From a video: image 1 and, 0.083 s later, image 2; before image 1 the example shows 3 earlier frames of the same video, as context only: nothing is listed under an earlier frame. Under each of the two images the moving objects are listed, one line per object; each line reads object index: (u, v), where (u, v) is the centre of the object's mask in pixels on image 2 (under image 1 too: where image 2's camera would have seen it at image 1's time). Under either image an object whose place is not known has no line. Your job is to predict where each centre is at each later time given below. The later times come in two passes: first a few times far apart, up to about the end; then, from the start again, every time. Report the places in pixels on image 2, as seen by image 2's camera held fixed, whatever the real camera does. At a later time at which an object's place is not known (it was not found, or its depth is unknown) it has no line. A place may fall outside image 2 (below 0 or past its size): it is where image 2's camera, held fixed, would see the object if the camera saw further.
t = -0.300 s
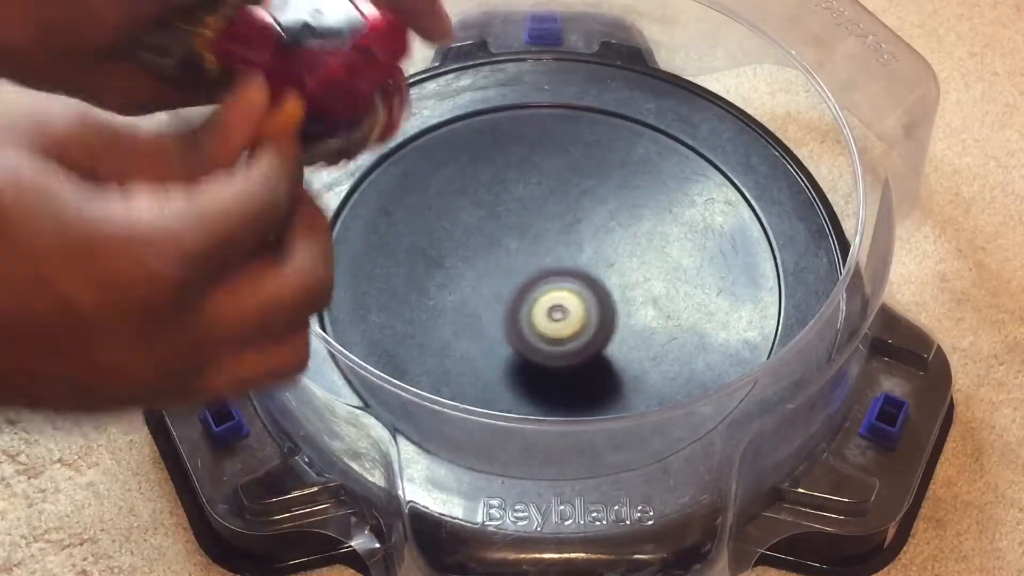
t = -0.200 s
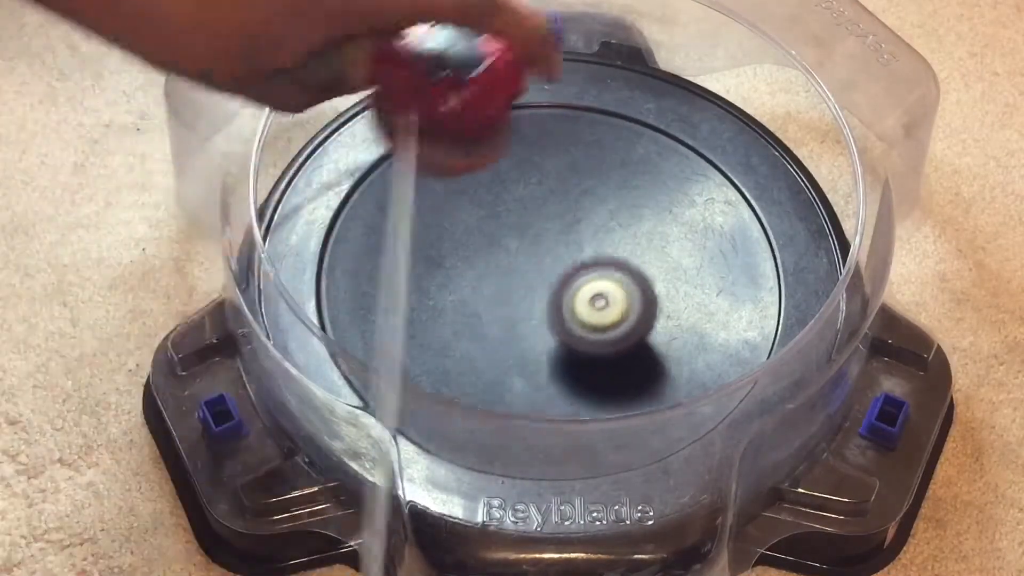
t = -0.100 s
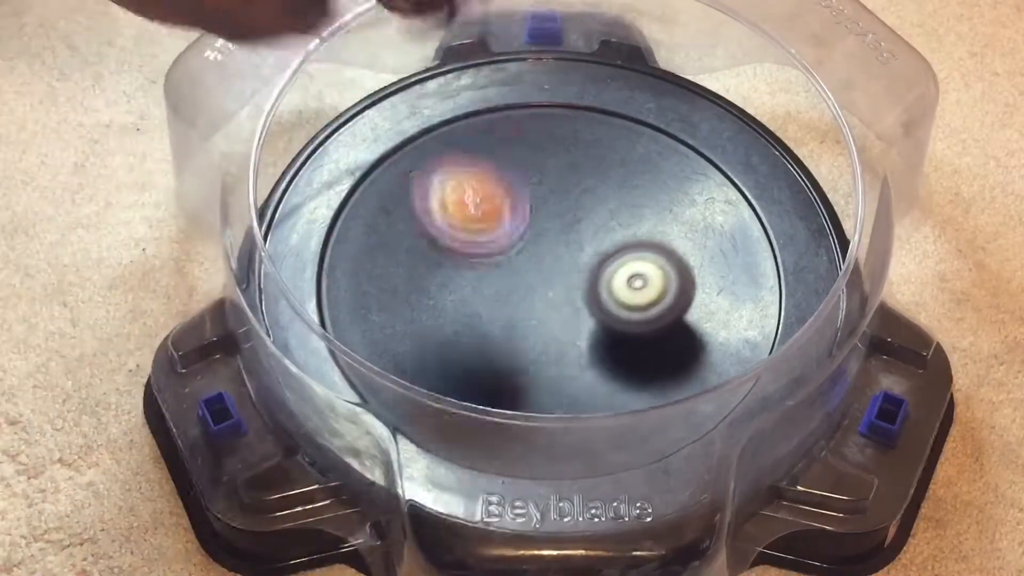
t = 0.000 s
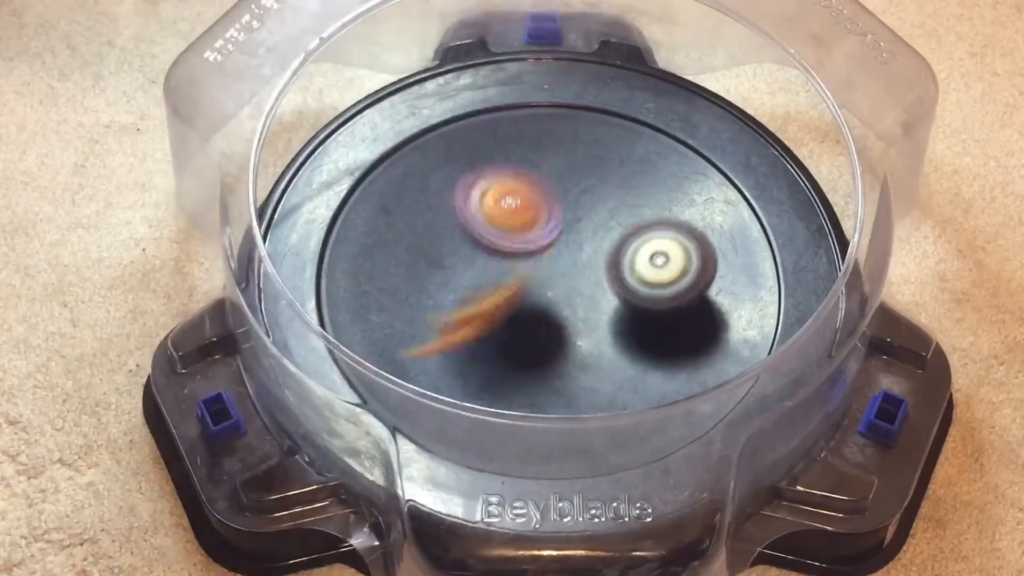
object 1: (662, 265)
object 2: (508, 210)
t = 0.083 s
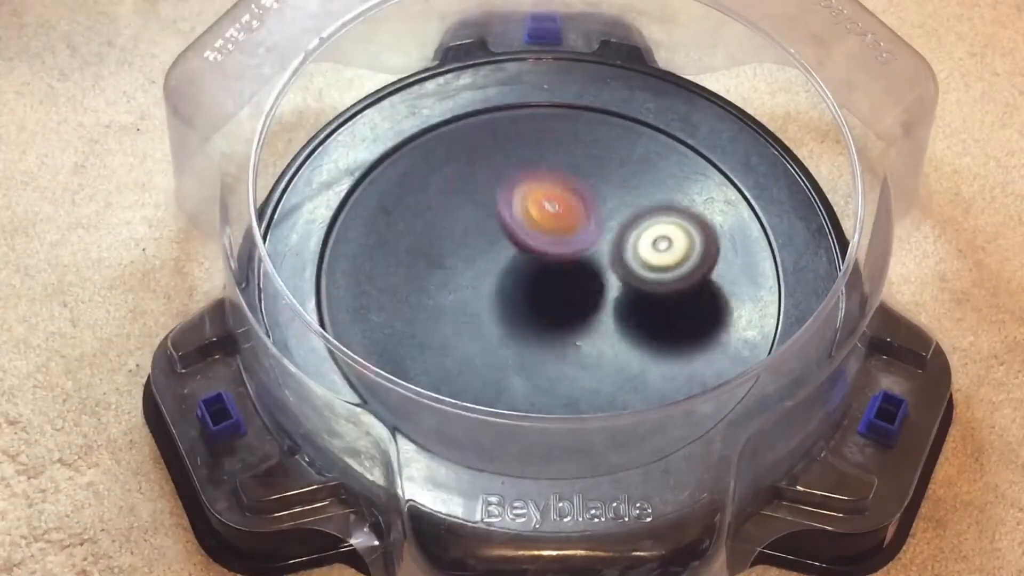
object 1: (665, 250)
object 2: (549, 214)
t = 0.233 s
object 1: (698, 262)
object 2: (520, 144)
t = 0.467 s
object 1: (654, 284)
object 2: (376, 174)
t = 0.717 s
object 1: (622, 300)
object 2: (384, 307)
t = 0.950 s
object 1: (797, 251)
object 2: (418, 288)
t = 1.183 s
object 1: (769, 214)
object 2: (371, 227)
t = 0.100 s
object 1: (666, 249)
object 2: (554, 222)
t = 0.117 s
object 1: (673, 251)
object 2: (551, 211)
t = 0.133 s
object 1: (679, 252)
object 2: (549, 195)
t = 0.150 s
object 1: (685, 254)
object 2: (546, 184)
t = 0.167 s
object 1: (689, 256)
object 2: (543, 178)
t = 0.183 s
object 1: (693, 258)
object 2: (540, 173)
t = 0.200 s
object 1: (695, 259)
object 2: (533, 163)
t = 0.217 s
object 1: (697, 261)
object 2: (527, 153)
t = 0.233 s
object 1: (698, 262)
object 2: (520, 144)
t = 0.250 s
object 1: (699, 264)
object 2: (512, 136)
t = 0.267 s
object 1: (699, 265)
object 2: (501, 126)
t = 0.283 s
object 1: (698, 266)
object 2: (490, 119)
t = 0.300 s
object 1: (697, 268)
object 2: (479, 112)
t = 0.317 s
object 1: (695, 269)
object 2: (466, 104)
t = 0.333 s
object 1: (692, 271)
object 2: (452, 100)
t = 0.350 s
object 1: (690, 273)
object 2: (440, 103)
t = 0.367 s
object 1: (686, 274)
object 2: (428, 109)
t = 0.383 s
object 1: (681, 276)
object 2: (416, 120)
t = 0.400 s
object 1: (677, 277)
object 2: (404, 133)
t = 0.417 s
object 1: (672, 279)
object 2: (395, 140)
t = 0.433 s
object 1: (667, 281)
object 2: (387, 152)
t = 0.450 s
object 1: (661, 282)
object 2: (381, 163)
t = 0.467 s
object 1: (654, 284)
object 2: (376, 174)
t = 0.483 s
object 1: (647, 287)
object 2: (372, 187)
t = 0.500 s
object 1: (641, 289)
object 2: (369, 196)
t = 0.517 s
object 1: (634, 290)
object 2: (368, 210)
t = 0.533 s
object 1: (626, 293)
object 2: (368, 221)
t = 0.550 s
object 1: (618, 294)
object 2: (371, 234)
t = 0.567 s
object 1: (611, 296)
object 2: (375, 246)
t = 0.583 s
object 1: (602, 298)
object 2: (379, 257)
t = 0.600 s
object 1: (594, 300)
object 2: (386, 270)
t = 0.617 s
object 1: (585, 301)
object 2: (396, 283)
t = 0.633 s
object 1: (577, 302)
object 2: (406, 293)
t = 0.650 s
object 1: (570, 303)
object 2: (418, 302)
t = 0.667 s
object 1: (563, 304)
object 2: (431, 310)
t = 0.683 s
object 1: (559, 306)
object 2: (439, 316)
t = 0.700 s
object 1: (589, 305)
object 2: (413, 312)
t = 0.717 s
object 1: (622, 300)
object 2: (384, 307)
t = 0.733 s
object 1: (659, 301)
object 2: (363, 306)
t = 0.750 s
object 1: (698, 300)
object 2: (342, 296)
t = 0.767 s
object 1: (726, 302)
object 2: (342, 291)
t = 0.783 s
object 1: (754, 299)
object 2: (342, 288)
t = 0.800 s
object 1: (769, 291)
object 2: (343, 287)
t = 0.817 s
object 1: (781, 280)
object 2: (345, 288)
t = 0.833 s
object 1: (788, 274)
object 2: (350, 292)
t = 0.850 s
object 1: (794, 269)
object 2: (356, 292)
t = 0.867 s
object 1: (799, 268)
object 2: (364, 292)
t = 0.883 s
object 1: (802, 264)
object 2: (372, 291)
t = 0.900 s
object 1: (803, 259)
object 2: (382, 291)
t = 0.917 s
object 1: (802, 256)
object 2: (392, 291)
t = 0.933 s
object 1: (800, 253)
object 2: (405, 290)
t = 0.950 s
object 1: (797, 251)
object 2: (418, 288)
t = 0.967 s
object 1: (791, 249)
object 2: (430, 287)
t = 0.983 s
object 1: (784, 245)
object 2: (443, 285)
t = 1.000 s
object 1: (772, 244)
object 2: (456, 284)
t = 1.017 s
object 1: (762, 243)
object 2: (470, 282)
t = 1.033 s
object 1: (744, 242)
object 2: (484, 279)
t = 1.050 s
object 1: (723, 242)
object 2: (496, 276)
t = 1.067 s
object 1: (705, 237)
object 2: (511, 273)
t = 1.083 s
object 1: (686, 236)
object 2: (524, 269)
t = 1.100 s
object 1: (665, 236)
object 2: (535, 265)
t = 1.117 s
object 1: (656, 235)
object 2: (537, 261)
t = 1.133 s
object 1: (685, 229)
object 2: (487, 253)
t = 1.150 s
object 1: (715, 225)
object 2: (446, 245)
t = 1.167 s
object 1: (748, 219)
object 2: (407, 237)
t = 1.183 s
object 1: (769, 214)
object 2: (371, 227)
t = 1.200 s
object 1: (786, 207)
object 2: (336, 220)
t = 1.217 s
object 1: (800, 202)
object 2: (317, 218)
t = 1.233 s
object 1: (808, 202)
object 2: (303, 217)
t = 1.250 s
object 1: (811, 204)
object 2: (294, 221)
